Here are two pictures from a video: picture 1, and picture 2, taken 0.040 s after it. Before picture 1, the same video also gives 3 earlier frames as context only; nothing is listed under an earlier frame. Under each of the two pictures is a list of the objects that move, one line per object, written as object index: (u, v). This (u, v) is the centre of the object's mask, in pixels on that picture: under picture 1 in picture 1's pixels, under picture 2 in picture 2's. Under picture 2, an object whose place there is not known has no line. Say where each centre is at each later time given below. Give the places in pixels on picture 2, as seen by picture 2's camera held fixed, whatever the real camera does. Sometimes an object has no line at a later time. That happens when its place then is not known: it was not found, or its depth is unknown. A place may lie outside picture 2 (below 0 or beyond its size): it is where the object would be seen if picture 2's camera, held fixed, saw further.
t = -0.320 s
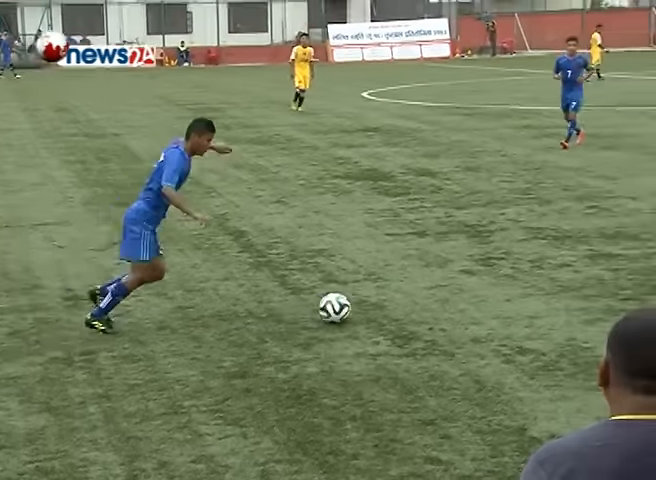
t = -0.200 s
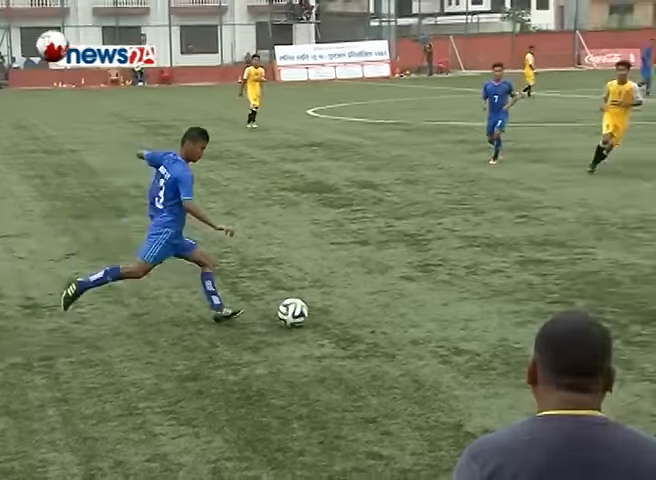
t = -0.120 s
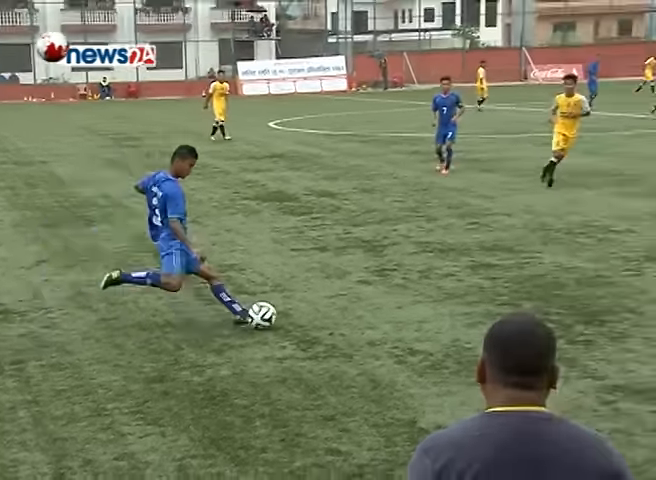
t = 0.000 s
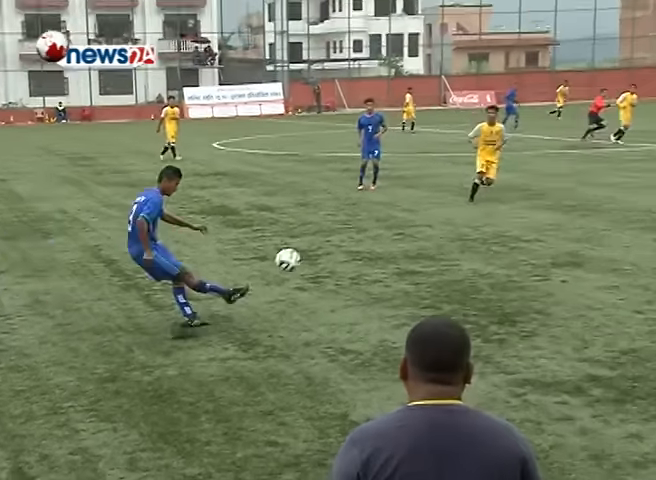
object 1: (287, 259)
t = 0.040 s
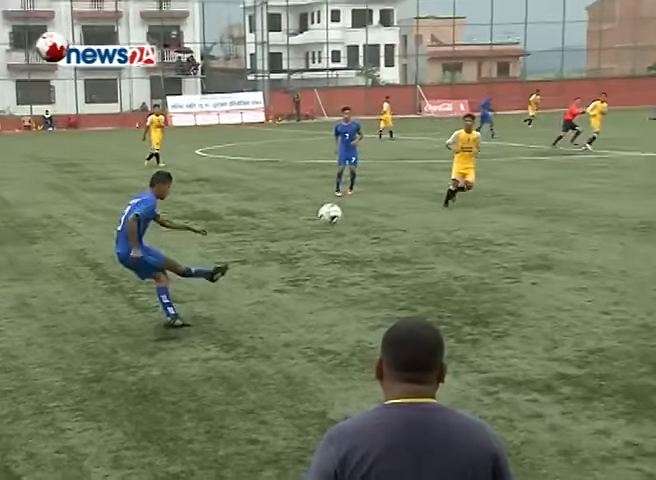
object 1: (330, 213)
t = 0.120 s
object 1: (437, 138)
